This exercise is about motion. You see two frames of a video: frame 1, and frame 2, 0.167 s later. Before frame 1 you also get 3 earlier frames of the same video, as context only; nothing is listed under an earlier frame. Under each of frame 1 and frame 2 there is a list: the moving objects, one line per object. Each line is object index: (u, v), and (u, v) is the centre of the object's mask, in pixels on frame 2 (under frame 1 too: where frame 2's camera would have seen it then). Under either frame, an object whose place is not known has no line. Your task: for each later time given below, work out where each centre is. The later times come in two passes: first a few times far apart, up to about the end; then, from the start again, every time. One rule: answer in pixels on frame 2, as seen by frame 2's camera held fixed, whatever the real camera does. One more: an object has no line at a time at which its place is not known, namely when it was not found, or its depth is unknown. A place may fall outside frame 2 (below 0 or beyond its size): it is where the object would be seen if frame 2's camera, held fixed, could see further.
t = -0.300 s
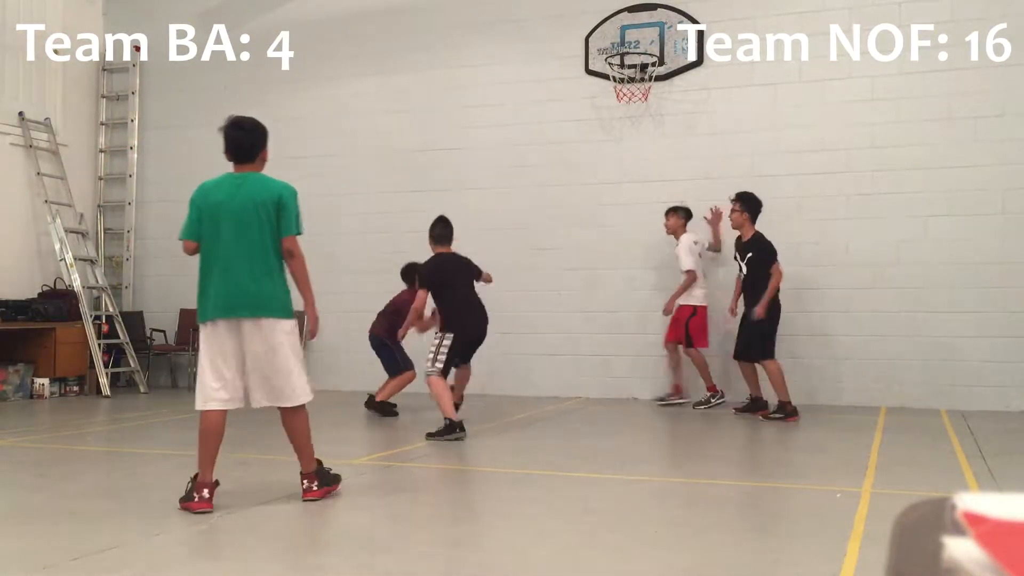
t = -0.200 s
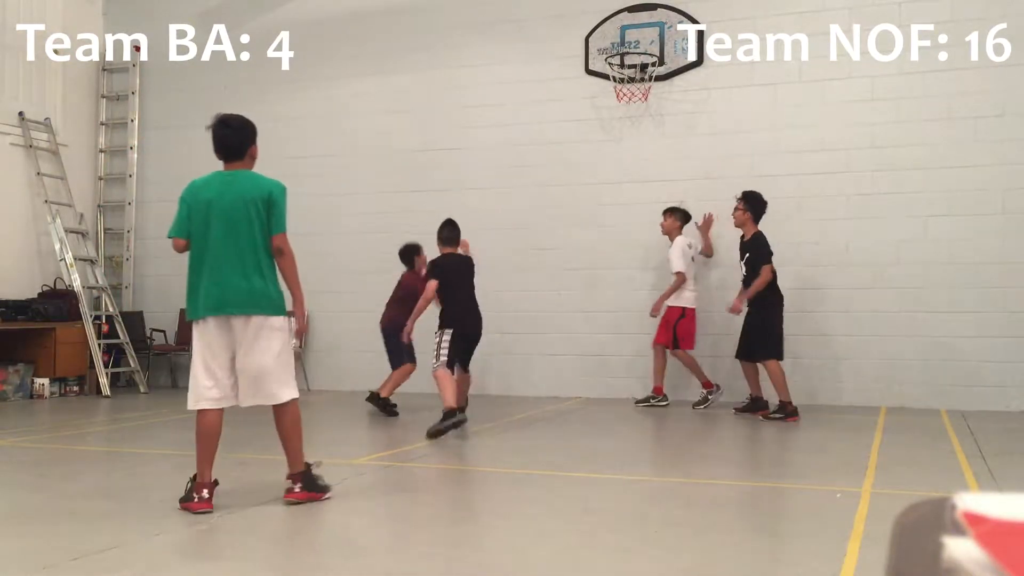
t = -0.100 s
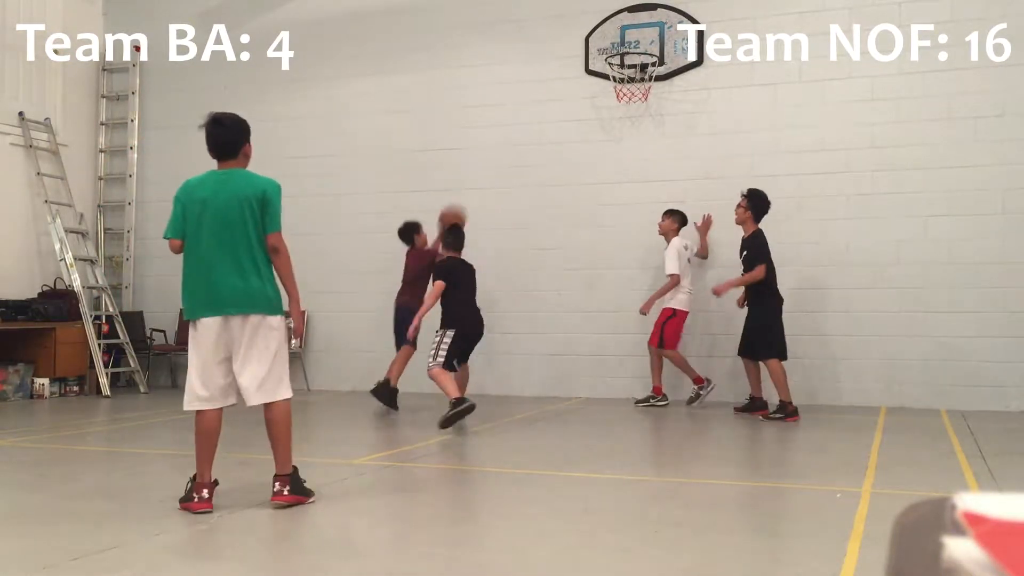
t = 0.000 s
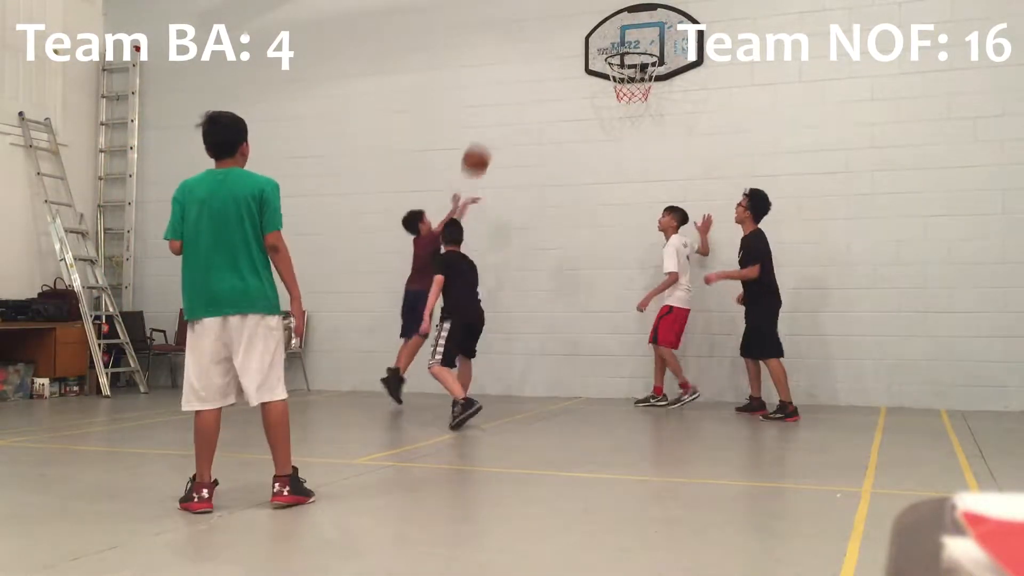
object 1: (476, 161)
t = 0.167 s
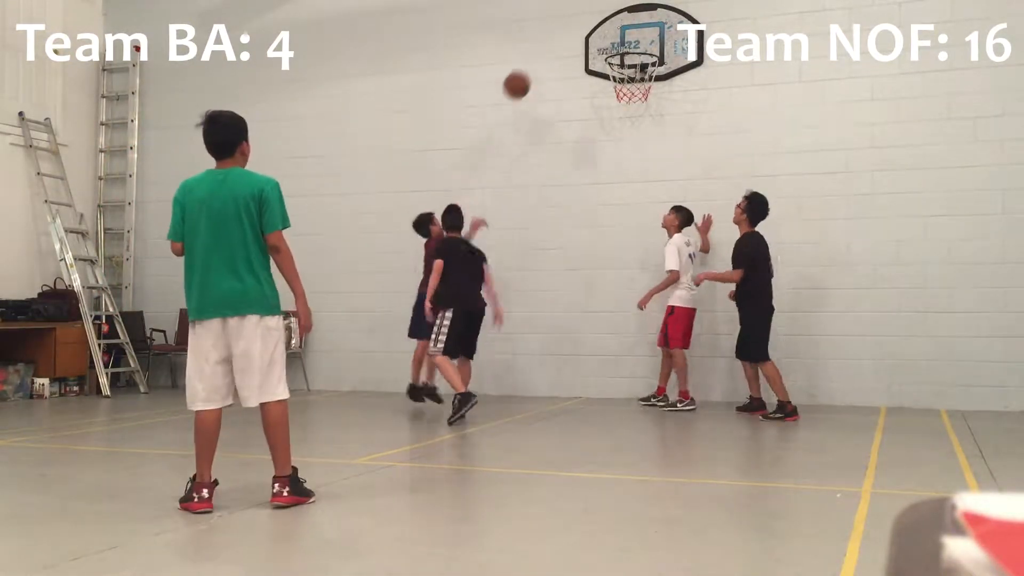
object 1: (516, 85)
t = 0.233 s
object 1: (533, 64)
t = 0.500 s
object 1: (593, 29)
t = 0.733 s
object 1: (606, 46)
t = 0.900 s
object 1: (611, 41)
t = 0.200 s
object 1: (525, 74)
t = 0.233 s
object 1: (533, 64)
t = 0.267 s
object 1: (541, 55)
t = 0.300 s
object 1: (548, 48)
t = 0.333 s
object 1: (556, 42)
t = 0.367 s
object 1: (563, 37)
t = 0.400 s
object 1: (571, 34)
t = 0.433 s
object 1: (578, 31)
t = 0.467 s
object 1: (585, 29)
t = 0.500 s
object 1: (593, 29)
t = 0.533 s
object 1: (597, 30)
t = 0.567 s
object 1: (599, 30)
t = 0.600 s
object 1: (600, 31)
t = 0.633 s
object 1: (602, 33)
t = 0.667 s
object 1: (603, 37)
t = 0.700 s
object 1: (605, 42)
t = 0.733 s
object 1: (606, 46)
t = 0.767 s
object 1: (608, 44)
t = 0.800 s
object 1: (609, 41)
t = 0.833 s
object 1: (610, 40)
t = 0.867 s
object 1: (611, 40)
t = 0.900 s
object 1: (611, 41)
